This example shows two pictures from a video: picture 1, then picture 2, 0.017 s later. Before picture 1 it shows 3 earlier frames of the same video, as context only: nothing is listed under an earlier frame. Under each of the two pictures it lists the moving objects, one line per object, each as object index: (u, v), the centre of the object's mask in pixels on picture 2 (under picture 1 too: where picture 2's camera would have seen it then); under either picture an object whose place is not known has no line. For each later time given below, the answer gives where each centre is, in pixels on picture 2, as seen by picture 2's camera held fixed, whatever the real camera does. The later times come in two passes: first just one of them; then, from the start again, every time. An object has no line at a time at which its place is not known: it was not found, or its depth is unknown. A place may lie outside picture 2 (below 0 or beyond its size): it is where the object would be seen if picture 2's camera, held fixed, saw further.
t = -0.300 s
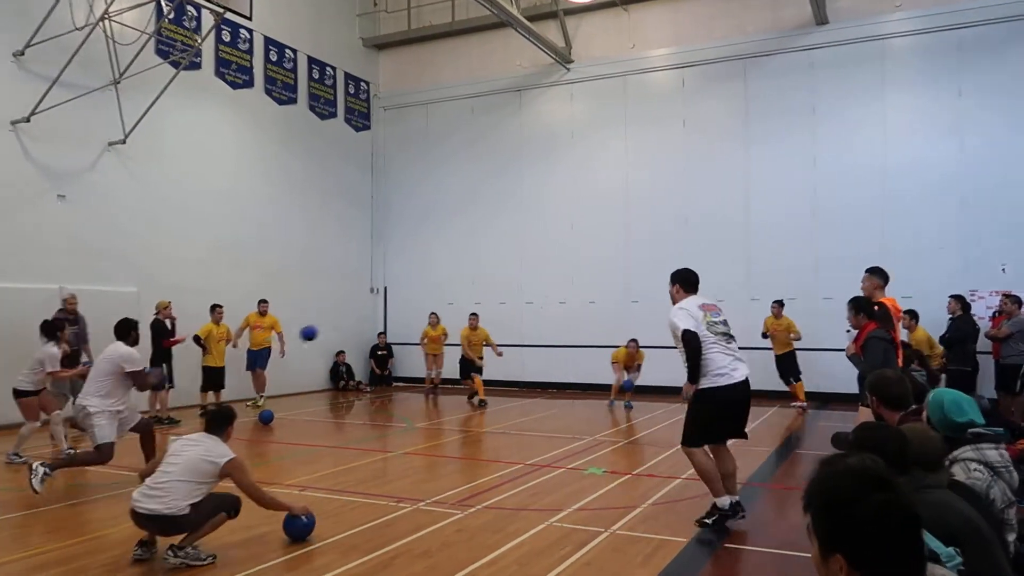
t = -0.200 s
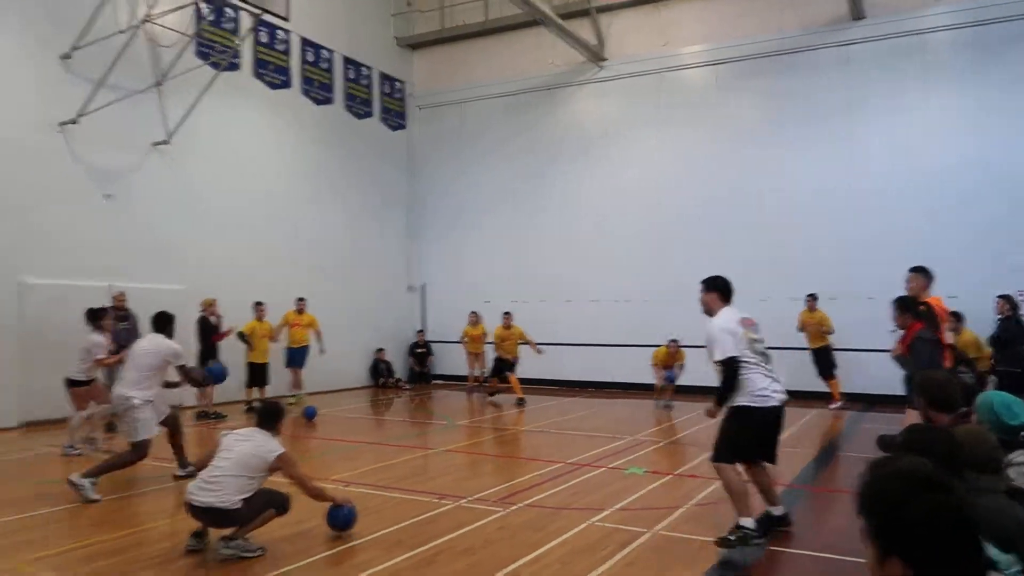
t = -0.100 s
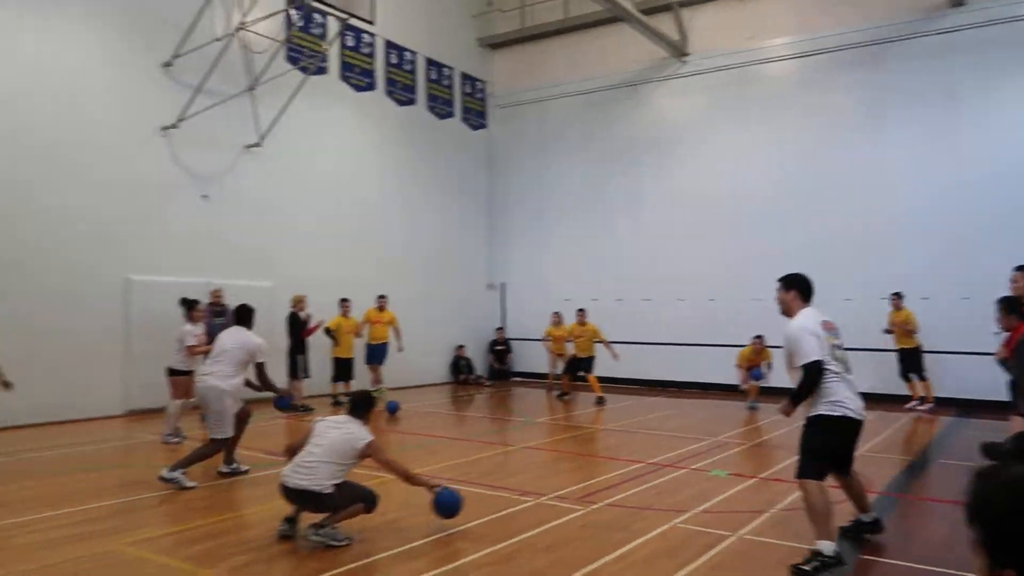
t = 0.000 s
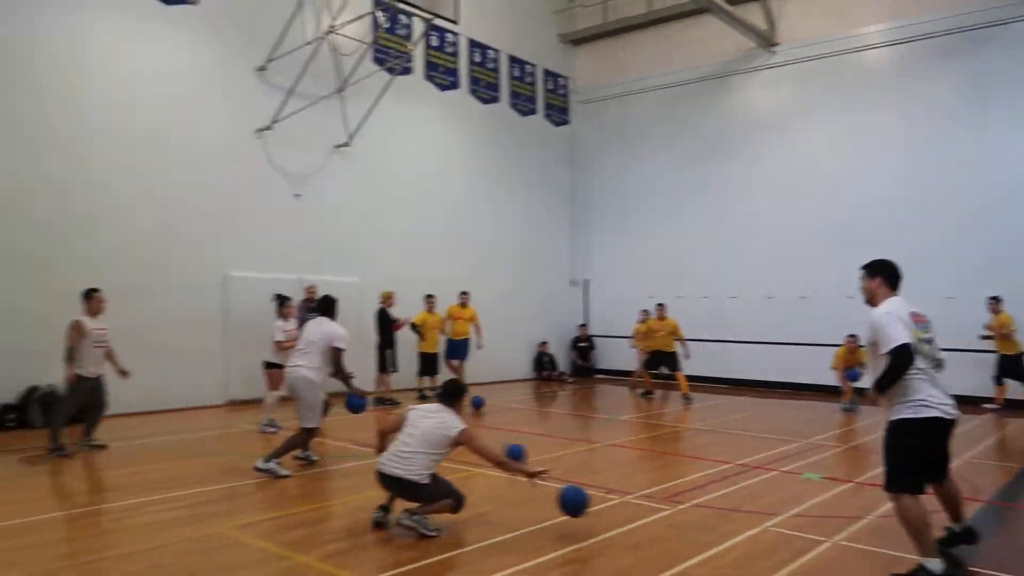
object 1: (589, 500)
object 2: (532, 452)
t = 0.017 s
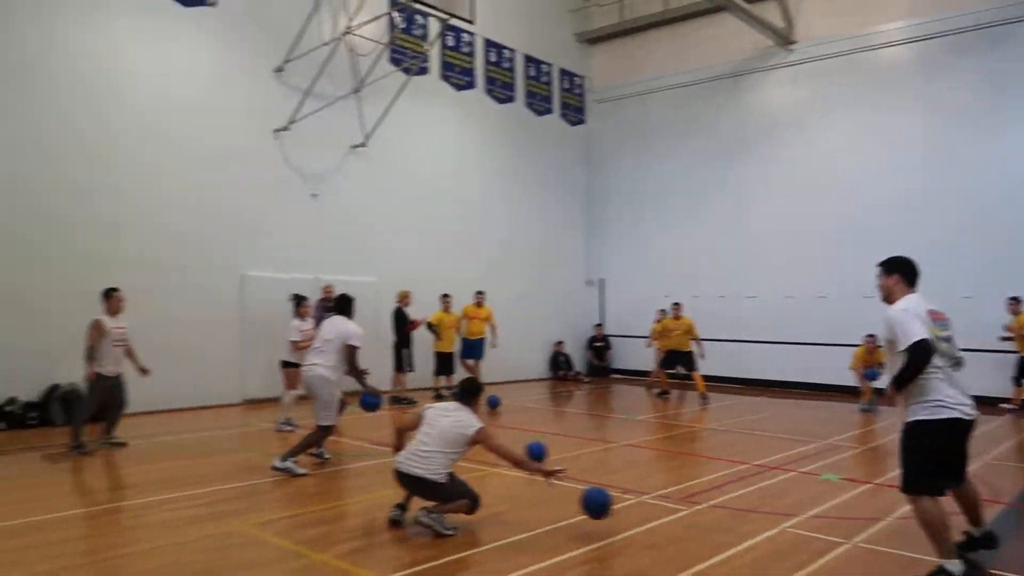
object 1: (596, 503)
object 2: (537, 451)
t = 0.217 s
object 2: (591, 418)
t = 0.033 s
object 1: (603, 505)
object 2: (541, 447)
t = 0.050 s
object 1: (611, 508)
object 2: (546, 443)
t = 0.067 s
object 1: (618, 512)
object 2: (551, 440)
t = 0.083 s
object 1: (626, 515)
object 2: (555, 436)
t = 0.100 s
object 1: (634, 520)
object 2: (560, 433)
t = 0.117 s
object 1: (642, 525)
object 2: (564, 430)
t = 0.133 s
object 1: (650, 530)
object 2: (568, 428)
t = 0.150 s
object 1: (655, 529)
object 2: (573, 425)
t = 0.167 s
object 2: (578, 423)
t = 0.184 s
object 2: (583, 421)
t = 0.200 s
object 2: (587, 419)
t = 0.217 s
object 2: (591, 418)
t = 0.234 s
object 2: (595, 417)
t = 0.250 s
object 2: (599, 416)
